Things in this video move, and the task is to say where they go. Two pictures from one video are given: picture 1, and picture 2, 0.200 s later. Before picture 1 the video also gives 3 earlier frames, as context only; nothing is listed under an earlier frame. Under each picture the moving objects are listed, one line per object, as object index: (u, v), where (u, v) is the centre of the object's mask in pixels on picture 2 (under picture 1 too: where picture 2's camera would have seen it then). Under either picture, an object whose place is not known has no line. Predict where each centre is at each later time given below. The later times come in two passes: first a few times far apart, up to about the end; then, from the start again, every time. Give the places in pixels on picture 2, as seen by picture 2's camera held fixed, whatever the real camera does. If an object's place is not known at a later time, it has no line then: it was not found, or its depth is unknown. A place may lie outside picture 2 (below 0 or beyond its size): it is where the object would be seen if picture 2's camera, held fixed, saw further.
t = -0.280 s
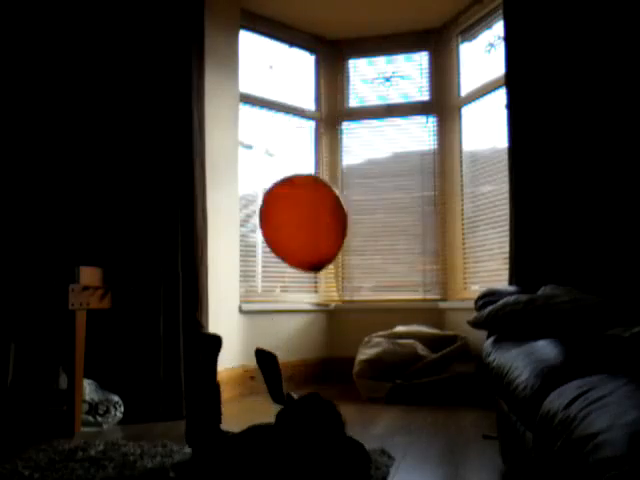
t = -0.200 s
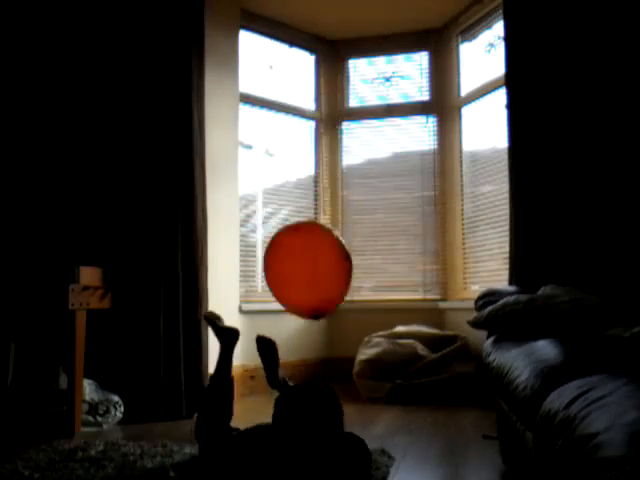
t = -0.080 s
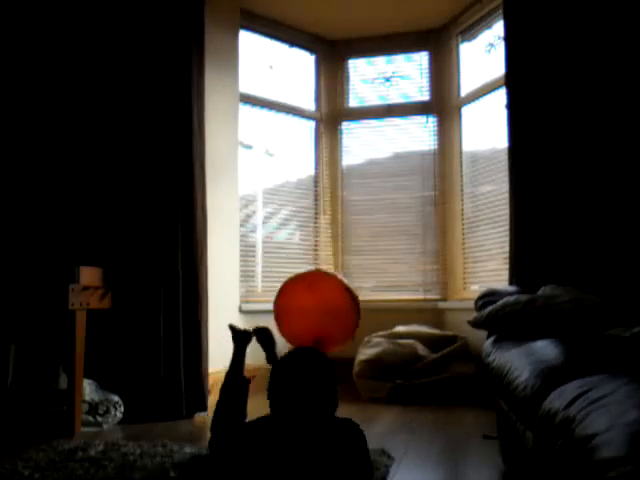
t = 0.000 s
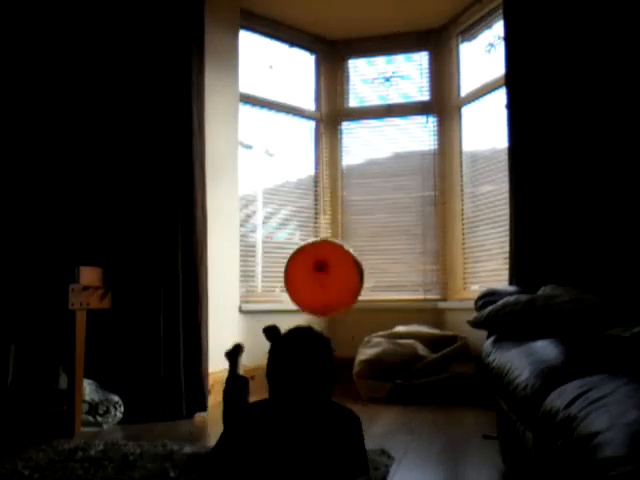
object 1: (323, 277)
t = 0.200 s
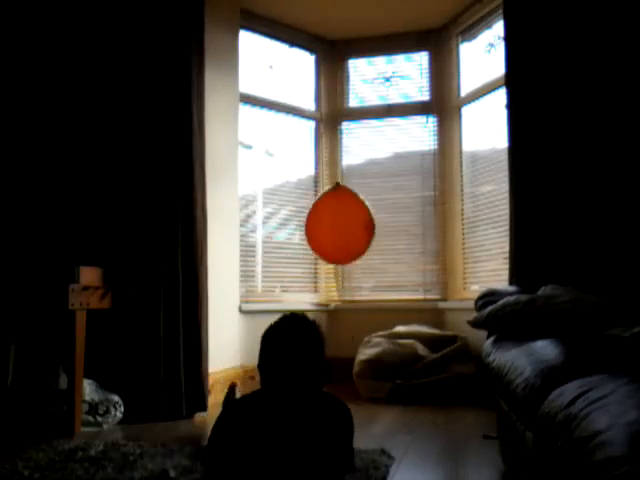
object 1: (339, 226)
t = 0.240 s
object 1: (343, 220)
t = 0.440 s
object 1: (357, 203)
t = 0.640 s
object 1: (368, 208)
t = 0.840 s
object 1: (379, 233)
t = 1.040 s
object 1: (389, 270)
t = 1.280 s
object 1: (399, 326)
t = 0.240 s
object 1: (343, 220)
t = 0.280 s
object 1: (346, 215)
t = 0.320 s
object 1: (349, 210)
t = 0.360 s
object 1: (351, 207)
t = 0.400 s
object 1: (354, 204)
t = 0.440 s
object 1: (357, 203)
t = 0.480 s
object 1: (359, 202)
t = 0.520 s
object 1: (361, 202)
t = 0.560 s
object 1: (364, 202)
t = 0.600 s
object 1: (366, 204)
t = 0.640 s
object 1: (368, 208)
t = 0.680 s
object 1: (371, 213)
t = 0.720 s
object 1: (373, 217)
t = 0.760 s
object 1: (375, 222)
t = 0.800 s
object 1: (377, 227)
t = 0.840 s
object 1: (379, 233)
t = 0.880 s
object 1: (382, 240)
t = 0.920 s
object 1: (383, 247)
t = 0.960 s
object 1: (385, 254)
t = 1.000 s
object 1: (388, 262)
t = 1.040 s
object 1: (389, 270)
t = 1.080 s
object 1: (391, 279)
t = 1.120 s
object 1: (393, 288)
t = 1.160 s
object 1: (395, 297)
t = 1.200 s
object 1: (396, 306)
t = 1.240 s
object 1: (397, 316)
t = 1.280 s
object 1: (399, 326)
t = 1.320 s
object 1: (400, 336)
